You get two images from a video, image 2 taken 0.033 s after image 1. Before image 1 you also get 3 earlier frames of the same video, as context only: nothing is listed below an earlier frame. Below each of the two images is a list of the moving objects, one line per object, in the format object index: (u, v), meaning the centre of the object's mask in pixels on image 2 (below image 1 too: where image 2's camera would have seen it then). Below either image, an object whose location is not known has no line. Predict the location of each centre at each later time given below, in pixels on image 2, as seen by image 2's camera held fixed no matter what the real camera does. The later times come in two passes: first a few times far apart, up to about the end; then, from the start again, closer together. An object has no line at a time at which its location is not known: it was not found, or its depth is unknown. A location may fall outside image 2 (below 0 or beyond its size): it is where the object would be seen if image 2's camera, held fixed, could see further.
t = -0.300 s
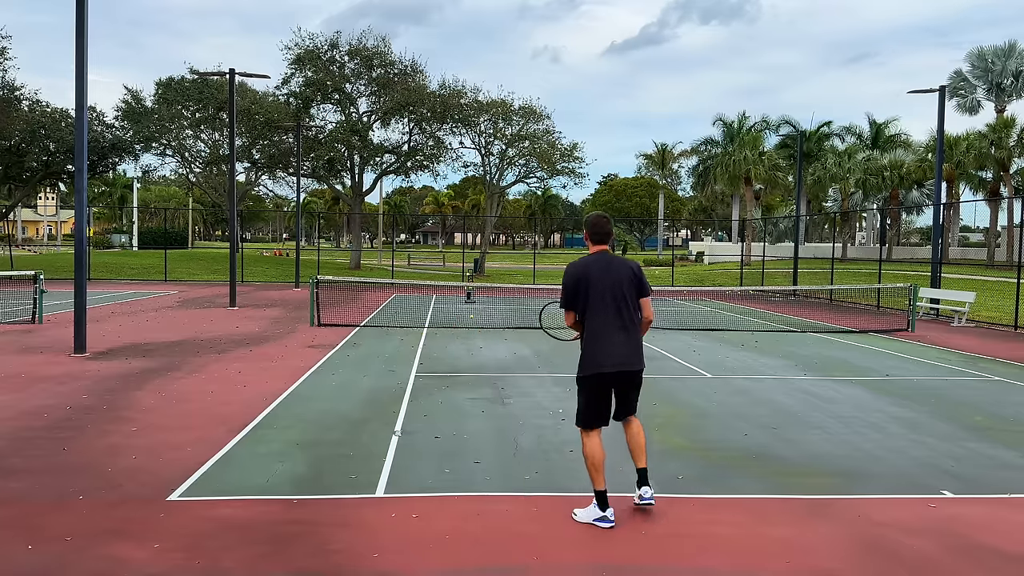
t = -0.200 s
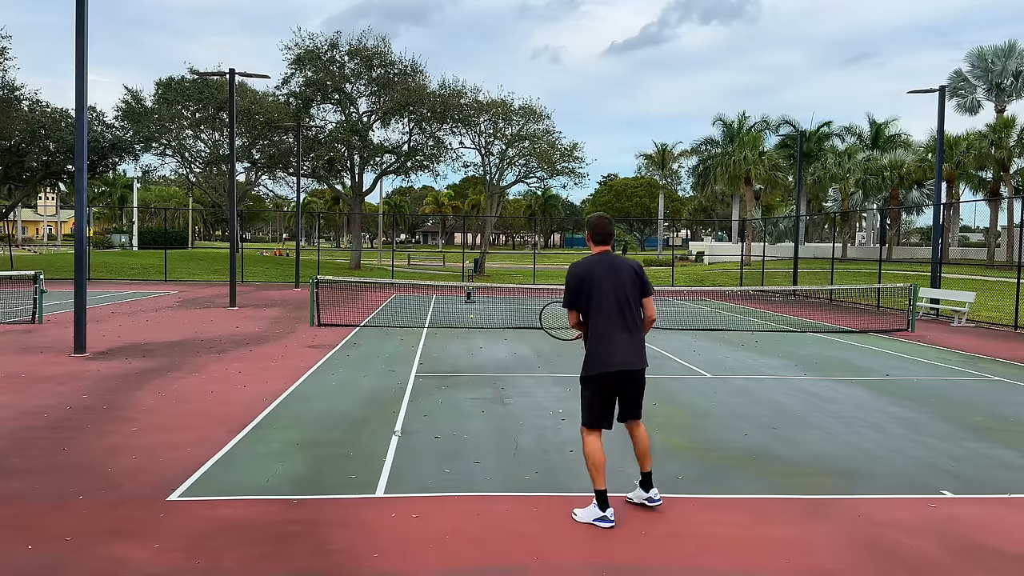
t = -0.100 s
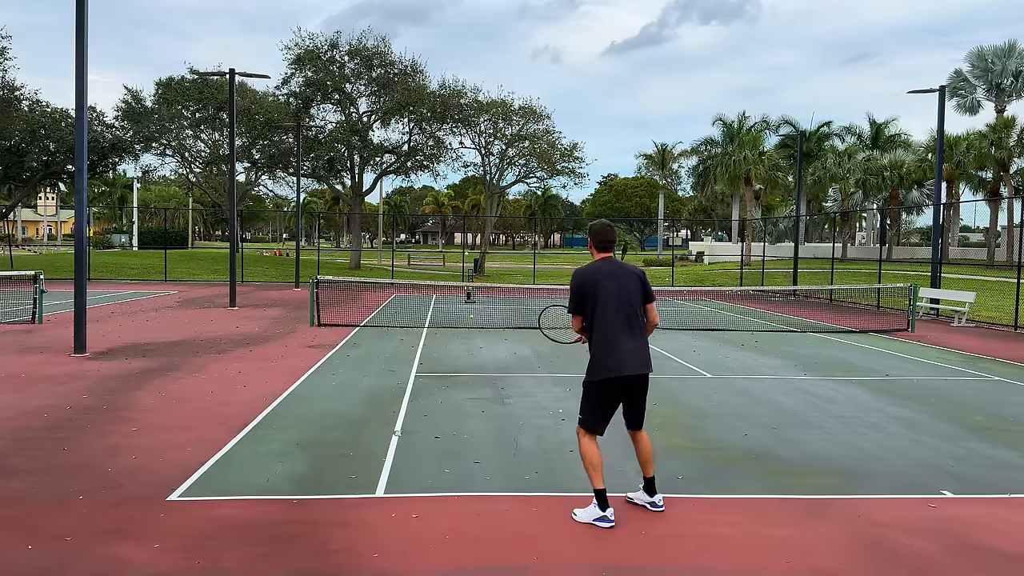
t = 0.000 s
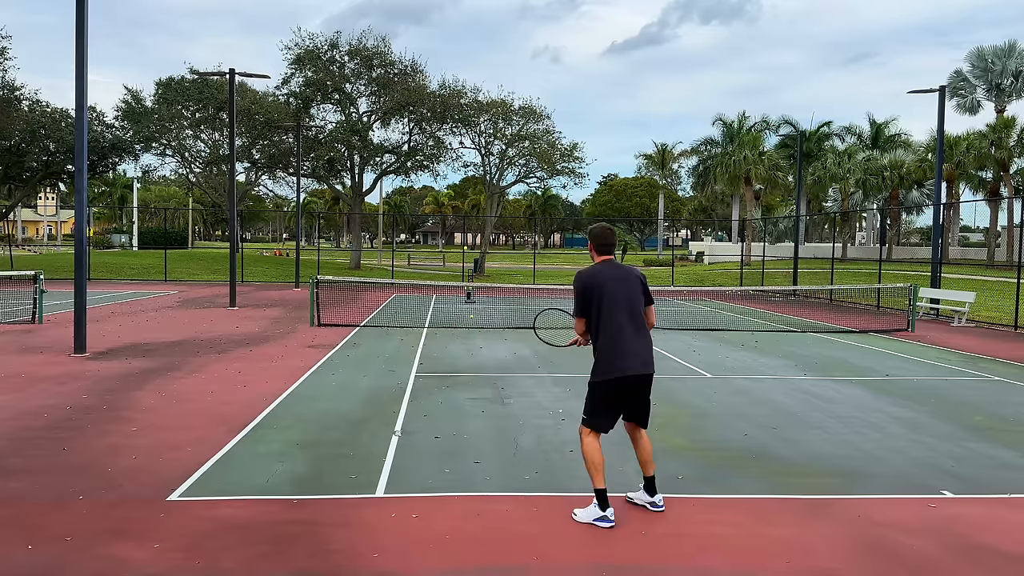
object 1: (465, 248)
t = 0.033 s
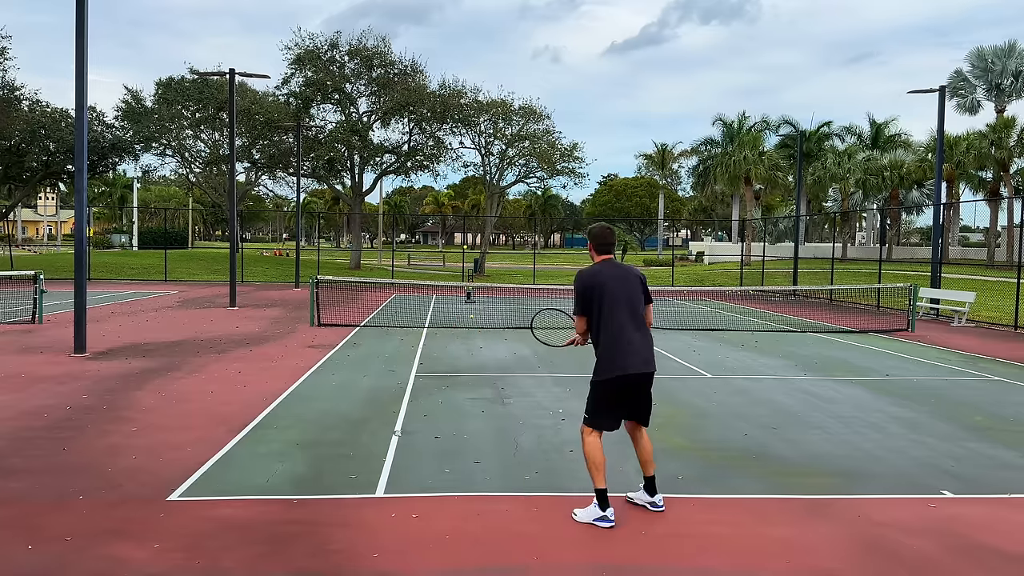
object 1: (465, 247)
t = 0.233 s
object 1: (462, 253)
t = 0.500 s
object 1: (457, 309)
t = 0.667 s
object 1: (451, 392)
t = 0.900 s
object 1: (454, 349)
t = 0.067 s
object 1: (464, 246)
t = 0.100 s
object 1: (464, 247)
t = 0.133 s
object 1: (464, 247)
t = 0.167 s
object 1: (463, 248)
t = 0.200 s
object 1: (463, 250)
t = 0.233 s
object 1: (462, 253)
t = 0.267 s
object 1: (462, 256)
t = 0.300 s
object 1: (461, 260)
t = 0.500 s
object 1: (457, 309)
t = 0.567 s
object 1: (455, 336)
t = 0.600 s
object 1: (454, 353)
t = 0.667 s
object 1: (451, 392)
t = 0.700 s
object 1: (451, 393)
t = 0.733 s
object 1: (452, 385)
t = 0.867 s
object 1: (453, 354)
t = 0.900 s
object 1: (454, 349)
